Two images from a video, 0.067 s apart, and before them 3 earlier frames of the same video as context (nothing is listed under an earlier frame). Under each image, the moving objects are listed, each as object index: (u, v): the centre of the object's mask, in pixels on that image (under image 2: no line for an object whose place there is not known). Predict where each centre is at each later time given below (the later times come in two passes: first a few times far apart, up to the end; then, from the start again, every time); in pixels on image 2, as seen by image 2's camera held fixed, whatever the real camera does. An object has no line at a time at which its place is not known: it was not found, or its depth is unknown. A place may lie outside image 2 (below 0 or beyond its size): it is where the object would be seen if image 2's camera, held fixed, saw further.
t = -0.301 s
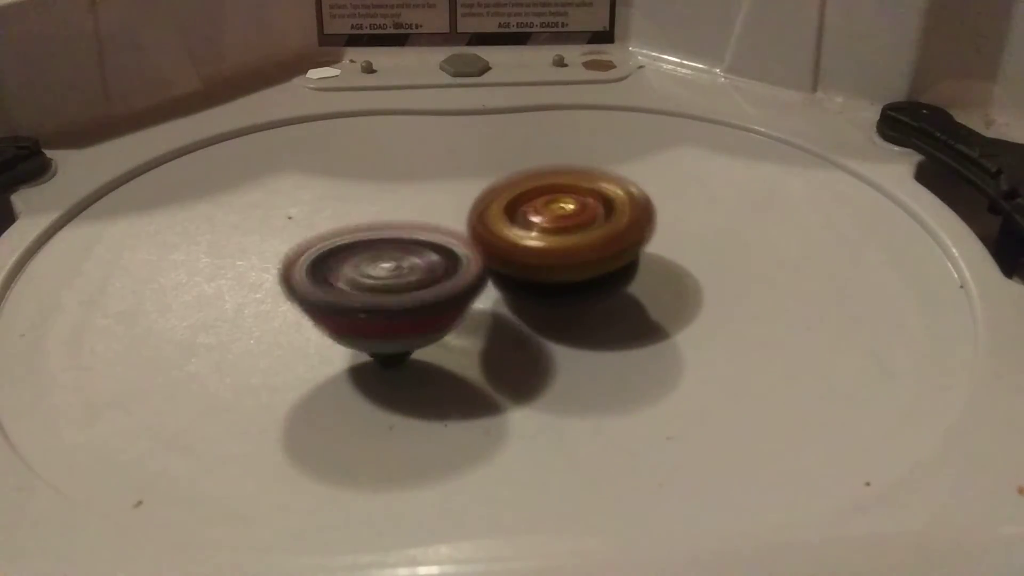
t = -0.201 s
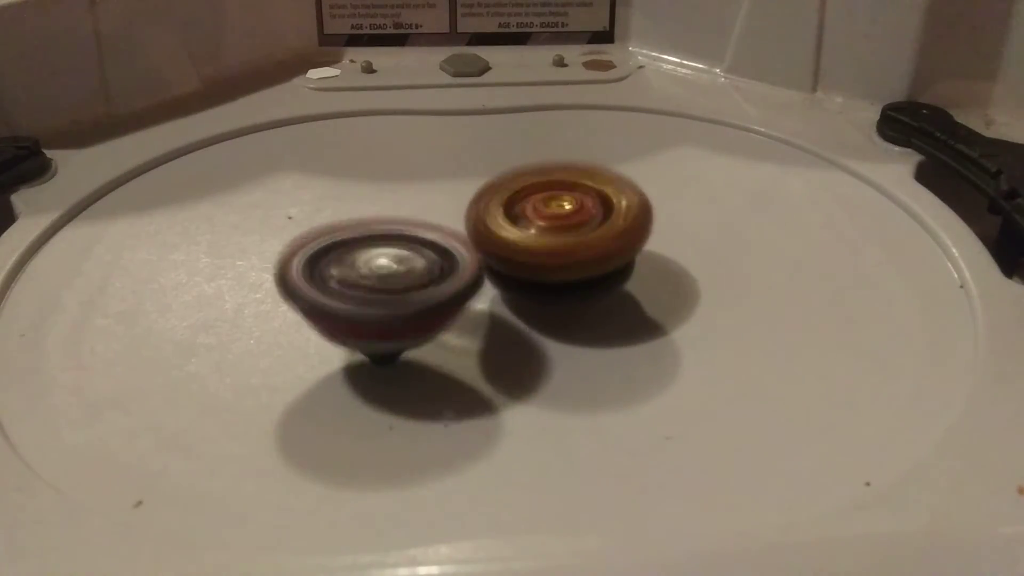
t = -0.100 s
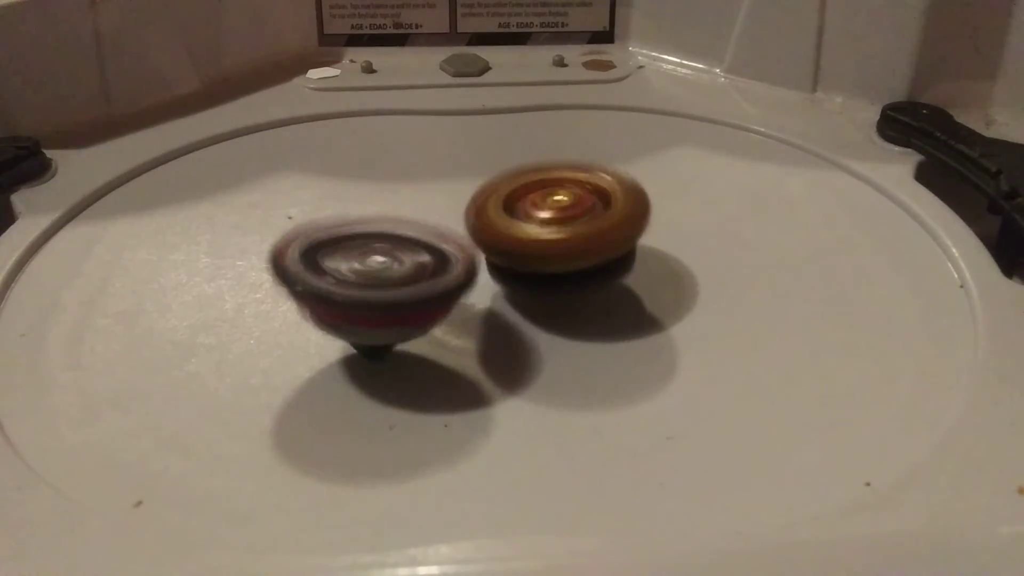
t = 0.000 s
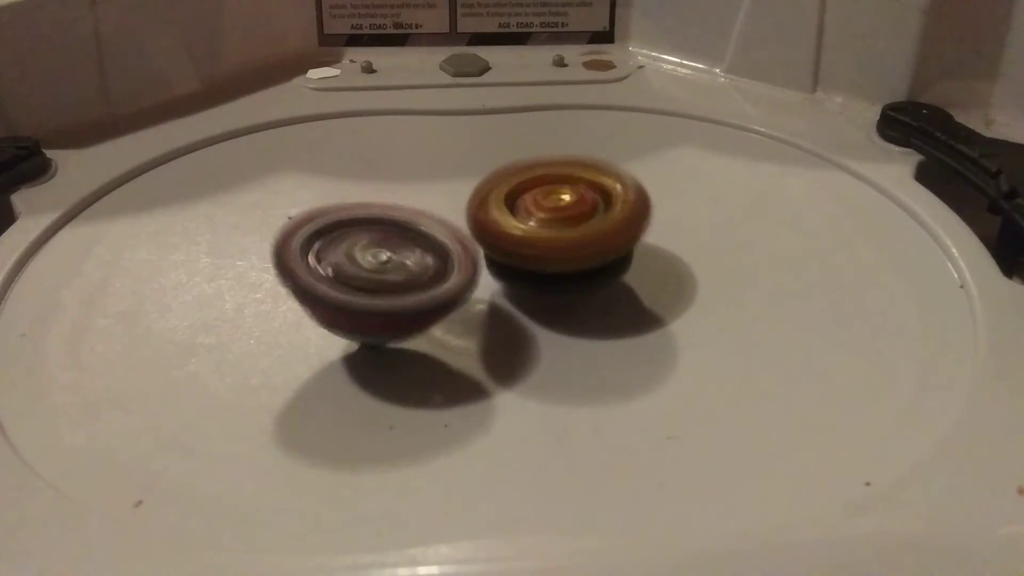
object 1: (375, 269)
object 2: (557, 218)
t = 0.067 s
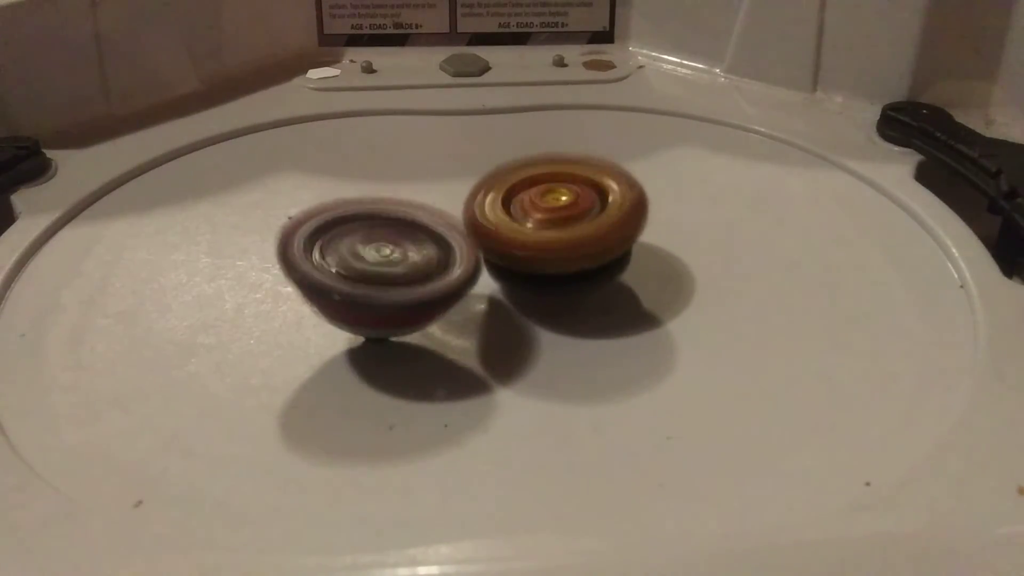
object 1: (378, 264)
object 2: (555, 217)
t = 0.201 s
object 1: (359, 262)
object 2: (561, 208)
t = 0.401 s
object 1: (351, 254)
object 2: (567, 200)
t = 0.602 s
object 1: (391, 251)
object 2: (558, 202)
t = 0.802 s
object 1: (378, 285)
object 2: (557, 206)
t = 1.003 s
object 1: (332, 276)
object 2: (567, 203)
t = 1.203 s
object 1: (349, 252)
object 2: (568, 212)
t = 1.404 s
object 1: (393, 251)
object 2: (570, 223)
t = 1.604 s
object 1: (397, 290)
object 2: (584, 216)
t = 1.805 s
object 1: (372, 290)
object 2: (580, 212)
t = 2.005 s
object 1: (386, 274)
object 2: (565, 226)
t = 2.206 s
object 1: (383, 279)
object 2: (585, 219)
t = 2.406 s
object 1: (378, 281)
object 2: (593, 223)
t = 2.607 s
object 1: (413, 275)
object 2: (590, 226)
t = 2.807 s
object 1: (420, 282)
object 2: (587, 231)
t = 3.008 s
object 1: (416, 289)
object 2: (574, 224)
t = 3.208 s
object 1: (395, 280)
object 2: (571, 226)
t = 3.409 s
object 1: (412, 266)
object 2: (583, 226)
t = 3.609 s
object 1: (406, 261)
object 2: (597, 222)
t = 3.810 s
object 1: (406, 275)
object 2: (592, 227)
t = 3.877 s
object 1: (391, 281)
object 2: (597, 233)
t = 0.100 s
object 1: (377, 260)
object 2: (555, 218)
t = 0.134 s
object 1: (380, 259)
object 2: (554, 214)
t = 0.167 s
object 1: (366, 260)
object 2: (561, 210)
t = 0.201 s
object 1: (359, 262)
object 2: (561, 208)
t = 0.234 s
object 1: (354, 262)
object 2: (560, 208)
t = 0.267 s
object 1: (350, 260)
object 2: (566, 207)
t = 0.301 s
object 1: (349, 259)
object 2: (572, 204)
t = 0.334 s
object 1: (348, 256)
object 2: (571, 200)
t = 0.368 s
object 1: (349, 256)
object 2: (568, 202)
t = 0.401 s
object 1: (351, 254)
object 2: (567, 200)
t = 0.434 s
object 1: (356, 251)
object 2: (570, 199)
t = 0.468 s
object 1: (362, 251)
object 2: (568, 198)
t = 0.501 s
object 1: (369, 249)
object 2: (561, 198)
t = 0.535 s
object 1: (378, 249)
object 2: (559, 201)
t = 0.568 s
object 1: (384, 250)
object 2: (560, 201)
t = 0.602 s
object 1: (391, 251)
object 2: (558, 202)
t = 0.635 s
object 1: (394, 253)
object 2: (556, 203)
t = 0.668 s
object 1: (395, 255)
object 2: (555, 206)
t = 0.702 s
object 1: (395, 258)
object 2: (556, 207)
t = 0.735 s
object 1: (395, 267)
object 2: (556, 208)
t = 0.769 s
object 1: (385, 280)
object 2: (559, 207)
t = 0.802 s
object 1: (378, 285)
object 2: (557, 206)
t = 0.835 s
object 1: (370, 286)
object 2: (557, 207)
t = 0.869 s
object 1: (362, 287)
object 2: (563, 206)
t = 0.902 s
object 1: (354, 287)
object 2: (573, 204)
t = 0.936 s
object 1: (347, 285)
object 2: (573, 201)
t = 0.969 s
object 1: (340, 280)
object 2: (568, 201)
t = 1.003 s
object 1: (332, 276)
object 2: (567, 203)
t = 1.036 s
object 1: (330, 271)
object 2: (572, 204)
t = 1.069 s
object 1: (329, 267)
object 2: (574, 202)
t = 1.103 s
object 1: (334, 261)
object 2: (569, 204)
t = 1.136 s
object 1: (336, 257)
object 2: (564, 207)
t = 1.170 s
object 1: (340, 254)
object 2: (564, 209)
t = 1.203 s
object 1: (349, 252)
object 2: (568, 212)
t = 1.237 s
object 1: (357, 251)
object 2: (567, 208)
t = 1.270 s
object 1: (367, 250)
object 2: (561, 210)
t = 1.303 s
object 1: (375, 251)
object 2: (560, 218)
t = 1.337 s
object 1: (381, 252)
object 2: (564, 221)
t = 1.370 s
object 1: (384, 252)
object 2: (571, 223)
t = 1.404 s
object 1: (393, 251)
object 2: (570, 223)
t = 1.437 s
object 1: (396, 258)
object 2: (570, 225)
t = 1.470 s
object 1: (402, 270)
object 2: (571, 225)
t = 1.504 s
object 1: (400, 276)
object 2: (573, 223)
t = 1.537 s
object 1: (397, 282)
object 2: (576, 223)
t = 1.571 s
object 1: (396, 286)
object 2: (580, 218)
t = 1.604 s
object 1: (397, 290)
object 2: (584, 216)
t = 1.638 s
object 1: (393, 291)
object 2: (586, 216)
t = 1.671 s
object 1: (387, 292)
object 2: (584, 211)
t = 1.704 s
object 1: (380, 293)
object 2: (582, 212)
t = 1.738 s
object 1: (376, 294)
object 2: (582, 211)
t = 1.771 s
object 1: (375, 293)
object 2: (582, 211)
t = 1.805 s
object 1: (372, 290)
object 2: (580, 212)
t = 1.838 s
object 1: (368, 288)
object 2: (574, 212)
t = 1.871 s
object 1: (368, 284)
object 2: (569, 216)
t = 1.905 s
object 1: (370, 280)
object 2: (566, 218)
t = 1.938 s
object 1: (377, 277)
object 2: (566, 220)
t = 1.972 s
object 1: (382, 276)
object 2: (566, 223)
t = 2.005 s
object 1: (386, 274)
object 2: (565, 226)
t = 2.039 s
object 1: (391, 271)
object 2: (564, 226)
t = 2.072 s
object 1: (390, 269)
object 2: (565, 229)
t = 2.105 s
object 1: (394, 267)
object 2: (567, 231)
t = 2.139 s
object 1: (390, 274)
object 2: (572, 231)
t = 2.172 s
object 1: (387, 277)
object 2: (581, 228)
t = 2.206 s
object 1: (383, 279)
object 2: (585, 219)
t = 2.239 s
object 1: (376, 281)
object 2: (591, 215)
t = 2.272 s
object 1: (378, 282)
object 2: (594, 216)
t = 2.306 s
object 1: (379, 282)
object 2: (594, 215)
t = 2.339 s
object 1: (377, 282)
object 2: (592, 218)
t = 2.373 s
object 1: (374, 282)
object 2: (594, 221)
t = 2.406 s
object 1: (378, 281)
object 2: (593, 223)
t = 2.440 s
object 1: (383, 280)
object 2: (595, 223)
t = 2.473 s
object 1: (388, 280)
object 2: (595, 223)
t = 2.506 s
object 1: (388, 279)
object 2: (596, 223)
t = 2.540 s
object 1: (395, 276)
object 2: (594, 224)
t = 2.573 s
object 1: (404, 275)
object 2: (592, 226)
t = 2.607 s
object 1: (413, 275)
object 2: (590, 226)
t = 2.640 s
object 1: (415, 277)
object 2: (586, 229)
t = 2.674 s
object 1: (410, 277)
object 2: (583, 230)
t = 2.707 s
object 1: (413, 278)
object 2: (585, 231)
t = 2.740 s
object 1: (420, 279)
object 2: (586, 231)
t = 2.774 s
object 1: (421, 282)
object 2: (588, 231)
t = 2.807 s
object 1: (420, 282)
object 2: (587, 231)
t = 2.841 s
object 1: (423, 284)
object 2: (584, 234)
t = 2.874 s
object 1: (422, 286)
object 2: (580, 230)
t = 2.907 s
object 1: (417, 287)
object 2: (577, 222)
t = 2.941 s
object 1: (415, 289)
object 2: (576, 225)
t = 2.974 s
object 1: (416, 290)
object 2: (572, 225)
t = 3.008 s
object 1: (416, 289)
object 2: (574, 224)
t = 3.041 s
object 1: (409, 289)
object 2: (572, 224)
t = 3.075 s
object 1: (407, 289)
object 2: (574, 228)
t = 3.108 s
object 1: (410, 287)
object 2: (572, 223)
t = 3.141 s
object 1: (405, 284)
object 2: (575, 223)
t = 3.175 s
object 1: (394, 282)
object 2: (573, 227)
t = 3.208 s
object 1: (395, 280)
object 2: (571, 226)
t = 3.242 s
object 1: (398, 278)
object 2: (569, 226)
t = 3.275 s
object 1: (390, 276)
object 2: (575, 226)
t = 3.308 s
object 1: (390, 272)
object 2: (579, 225)
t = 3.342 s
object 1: (394, 270)
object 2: (583, 225)
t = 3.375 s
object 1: (407, 271)
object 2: (585, 225)
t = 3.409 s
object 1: (412, 266)
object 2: (583, 226)
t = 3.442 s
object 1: (412, 267)
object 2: (583, 226)
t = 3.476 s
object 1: (405, 265)
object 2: (588, 225)
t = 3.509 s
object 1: (397, 261)
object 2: (595, 226)
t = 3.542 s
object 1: (400, 258)
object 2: (596, 223)
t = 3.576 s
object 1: (403, 259)
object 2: (597, 222)
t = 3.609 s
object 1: (406, 261)
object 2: (597, 222)
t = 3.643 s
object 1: (404, 265)
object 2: (597, 222)
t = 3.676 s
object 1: (400, 273)
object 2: (597, 223)
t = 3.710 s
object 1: (400, 276)
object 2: (596, 224)
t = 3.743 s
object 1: (405, 282)
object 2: (593, 227)
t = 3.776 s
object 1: (405, 278)
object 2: (589, 228)
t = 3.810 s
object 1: (406, 275)
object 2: (592, 227)
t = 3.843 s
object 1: (395, 276)
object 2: (596, 228)
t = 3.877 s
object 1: (391, 281)
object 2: (597, 233)
